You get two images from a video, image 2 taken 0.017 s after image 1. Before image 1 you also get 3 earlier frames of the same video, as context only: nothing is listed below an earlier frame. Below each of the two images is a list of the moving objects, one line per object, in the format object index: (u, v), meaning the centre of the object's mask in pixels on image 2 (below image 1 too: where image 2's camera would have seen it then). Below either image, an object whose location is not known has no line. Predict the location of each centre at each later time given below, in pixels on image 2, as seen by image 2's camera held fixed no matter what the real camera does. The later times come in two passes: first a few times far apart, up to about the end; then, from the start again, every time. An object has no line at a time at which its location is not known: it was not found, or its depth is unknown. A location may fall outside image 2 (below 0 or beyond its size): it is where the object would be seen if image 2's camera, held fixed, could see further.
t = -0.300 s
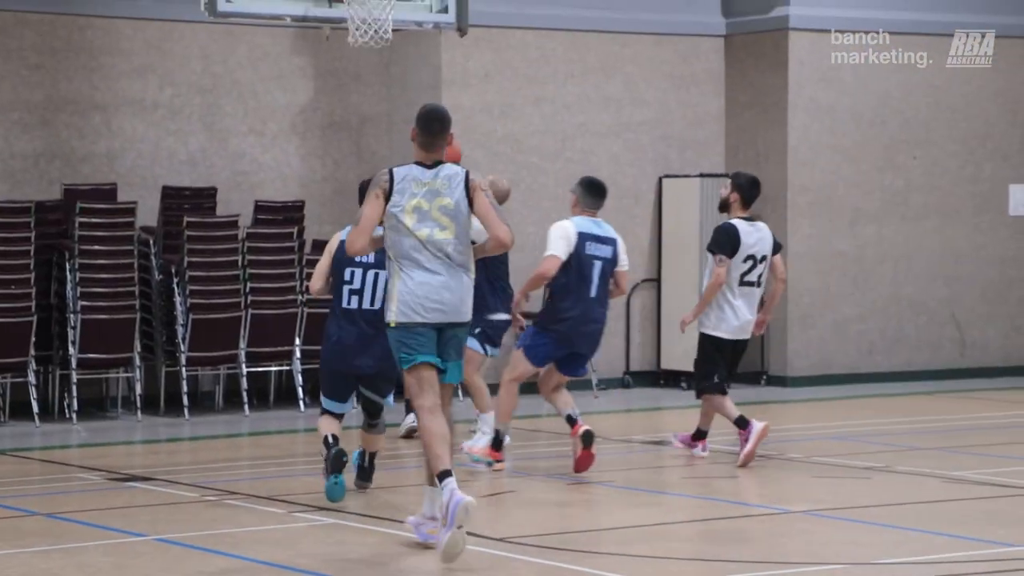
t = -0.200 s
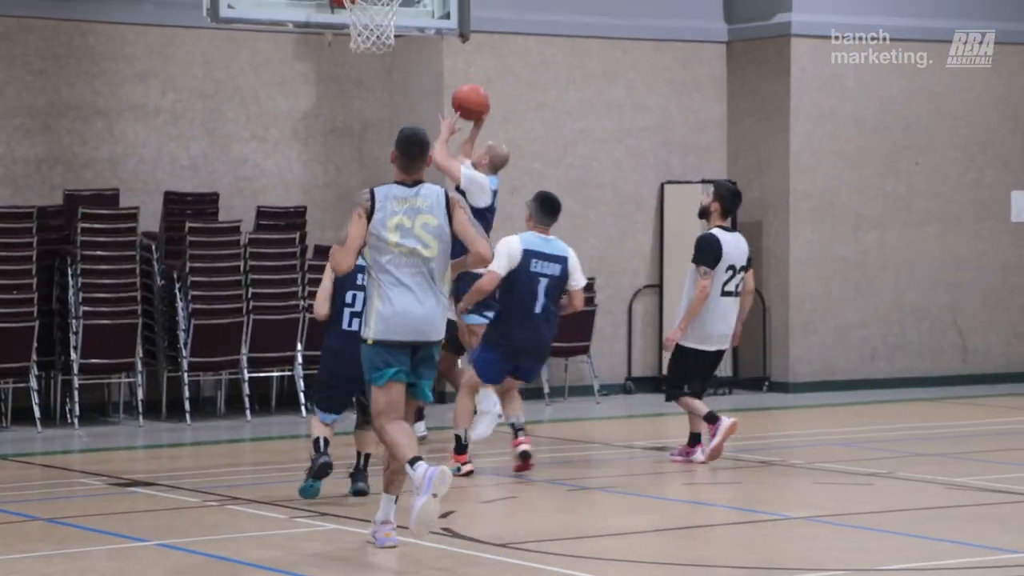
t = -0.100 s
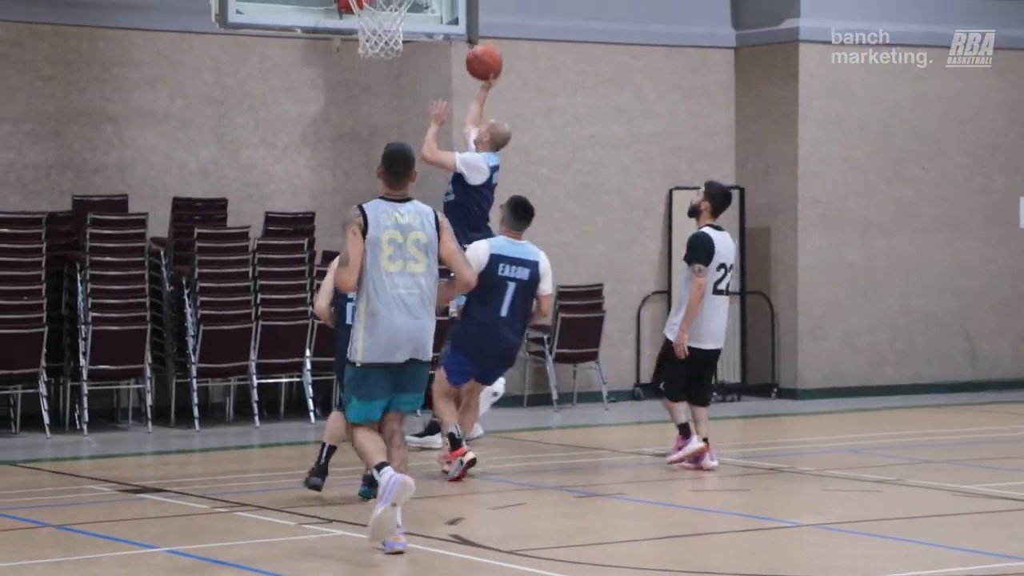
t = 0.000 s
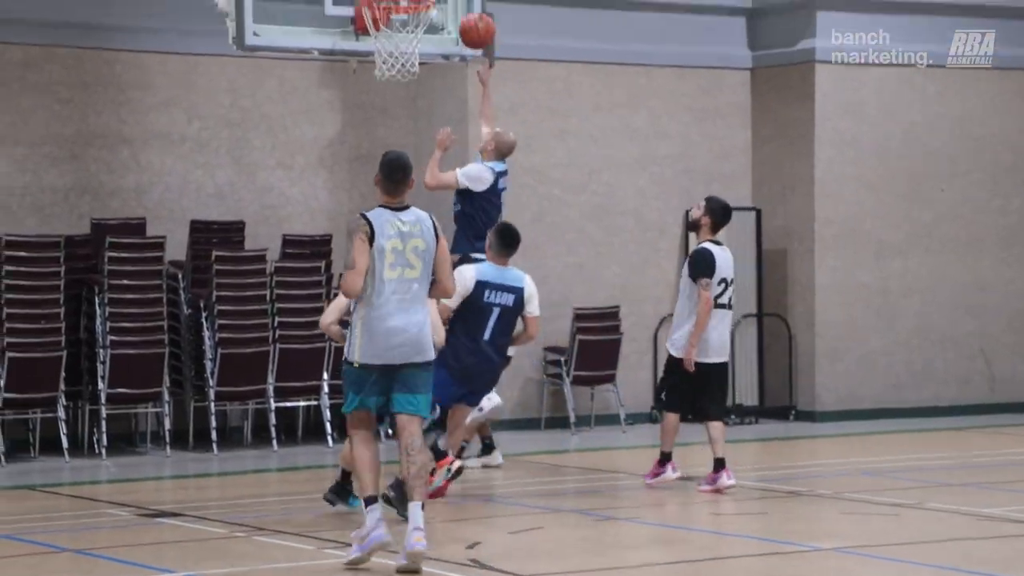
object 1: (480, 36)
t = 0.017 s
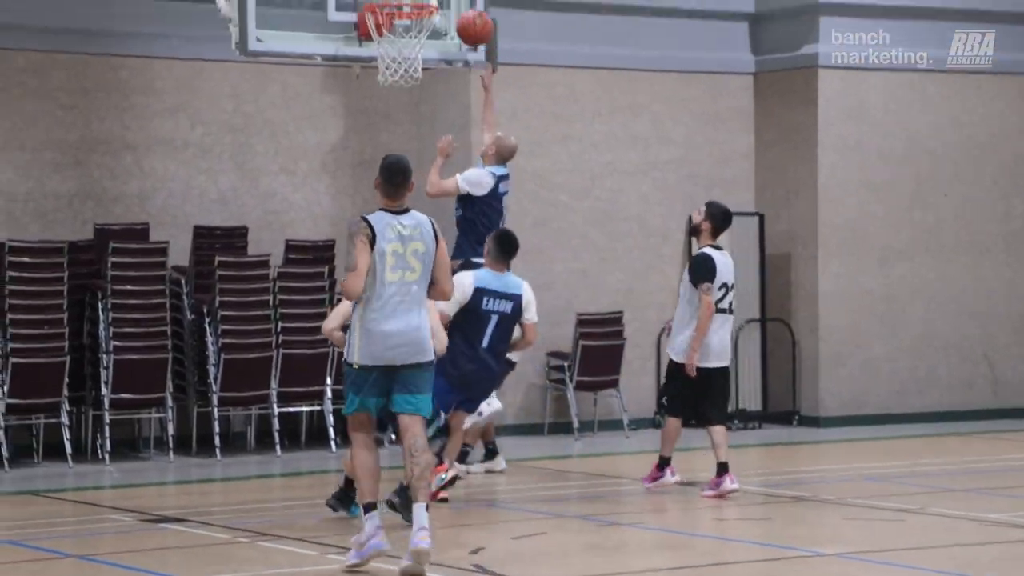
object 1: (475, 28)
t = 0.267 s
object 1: (427, -38)
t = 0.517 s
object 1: (419, -6)
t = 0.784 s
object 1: (401, 45)
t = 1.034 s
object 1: (425, 175)
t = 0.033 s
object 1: (468, 19)
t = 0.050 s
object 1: (463, 11)
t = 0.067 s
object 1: (457, 4)
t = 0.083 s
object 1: (452, -2)
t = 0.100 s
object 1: (446, -9)
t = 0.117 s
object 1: (441, -15)
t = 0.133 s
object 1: (435, -20)
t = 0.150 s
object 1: (430, -25)
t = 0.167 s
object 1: (429, -28)
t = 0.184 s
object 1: (428, -31)
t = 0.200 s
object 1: (428, -33)
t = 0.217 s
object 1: (428, -35)
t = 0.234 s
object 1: (427, -36)
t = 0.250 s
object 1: (427, -38)
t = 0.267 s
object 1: (427, -38)
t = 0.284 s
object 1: (426, -38)
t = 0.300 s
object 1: (426, -38)
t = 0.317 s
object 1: (426, -37)
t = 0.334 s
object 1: (425, -36)
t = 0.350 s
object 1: (425, -35)
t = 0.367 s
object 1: (425, -33)
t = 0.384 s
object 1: (425, -31)
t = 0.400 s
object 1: (424, -28)
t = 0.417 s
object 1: (424, -25)
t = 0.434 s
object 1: (424, -21)
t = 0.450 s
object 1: (424, -17)
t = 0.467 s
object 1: (423, -12)
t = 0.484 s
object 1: (423, -9)
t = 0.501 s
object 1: (423, -7)
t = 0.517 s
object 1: (419, -6)
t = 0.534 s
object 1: (416, -8)
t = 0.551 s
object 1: (413, -7)
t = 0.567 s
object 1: (411, -6)
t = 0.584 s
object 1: (409, -1)
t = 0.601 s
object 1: (405, -4)
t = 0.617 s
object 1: (402, 6)
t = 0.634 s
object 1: (399, 9)
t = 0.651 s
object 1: (396, 12)
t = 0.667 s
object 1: (397, 17)
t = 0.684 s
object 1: (396, 22)
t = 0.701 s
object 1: (397, 25)
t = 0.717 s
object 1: (399, 27)
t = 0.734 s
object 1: (399, 30)
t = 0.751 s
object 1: (399, 36)
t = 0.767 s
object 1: (399, 40)
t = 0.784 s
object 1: (401, 45)
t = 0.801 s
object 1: (402, 50)
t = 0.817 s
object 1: (404, 58)
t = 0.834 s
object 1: (405, 65)
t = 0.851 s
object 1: (407, 71)
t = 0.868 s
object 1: (410, 86)
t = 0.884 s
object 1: (411, 88)
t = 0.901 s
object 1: (412, 94)
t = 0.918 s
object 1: (414, 102)
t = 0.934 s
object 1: (415, 111)
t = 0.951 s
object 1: (417, 121)
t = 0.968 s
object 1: (418, 130)
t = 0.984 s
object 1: (420, 141)
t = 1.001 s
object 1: (421, 152)
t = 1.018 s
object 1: (423, 163)
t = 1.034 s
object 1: (425, 175)
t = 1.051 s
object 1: (426, 187)
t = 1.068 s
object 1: (428, 200)
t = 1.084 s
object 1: (430, 212)
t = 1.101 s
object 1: (432, 226)
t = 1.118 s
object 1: (433, 240)
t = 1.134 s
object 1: (435, 254)
